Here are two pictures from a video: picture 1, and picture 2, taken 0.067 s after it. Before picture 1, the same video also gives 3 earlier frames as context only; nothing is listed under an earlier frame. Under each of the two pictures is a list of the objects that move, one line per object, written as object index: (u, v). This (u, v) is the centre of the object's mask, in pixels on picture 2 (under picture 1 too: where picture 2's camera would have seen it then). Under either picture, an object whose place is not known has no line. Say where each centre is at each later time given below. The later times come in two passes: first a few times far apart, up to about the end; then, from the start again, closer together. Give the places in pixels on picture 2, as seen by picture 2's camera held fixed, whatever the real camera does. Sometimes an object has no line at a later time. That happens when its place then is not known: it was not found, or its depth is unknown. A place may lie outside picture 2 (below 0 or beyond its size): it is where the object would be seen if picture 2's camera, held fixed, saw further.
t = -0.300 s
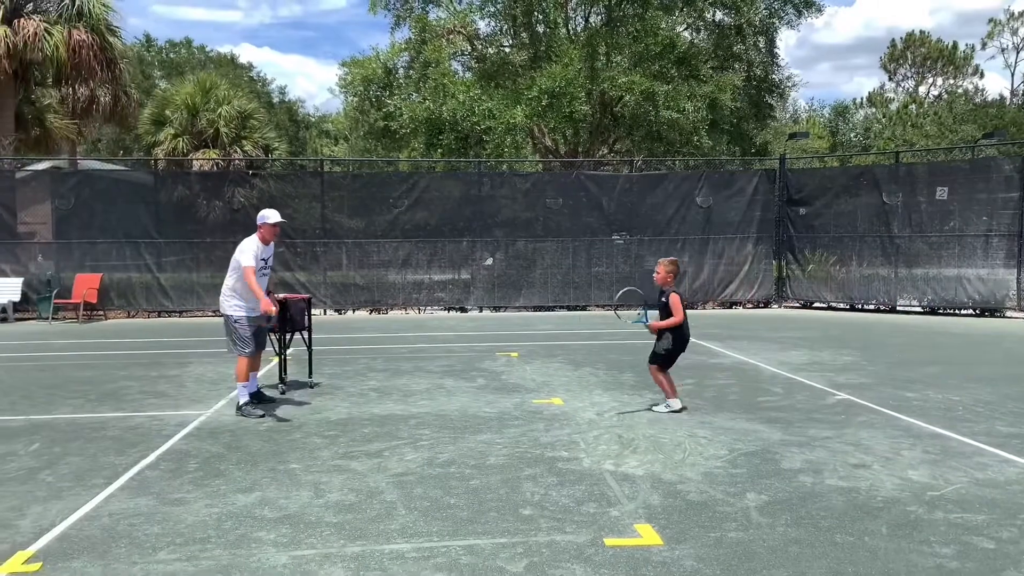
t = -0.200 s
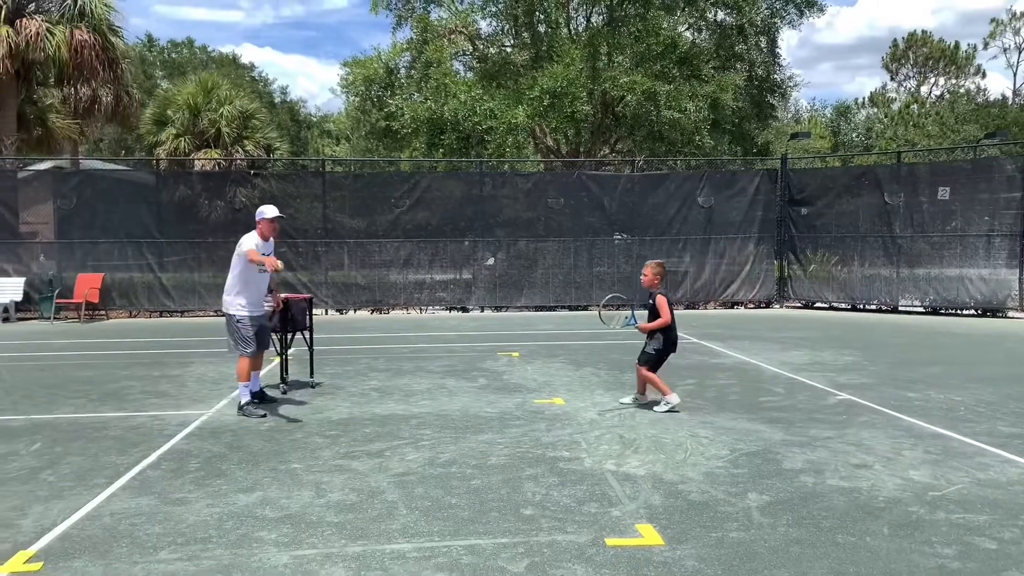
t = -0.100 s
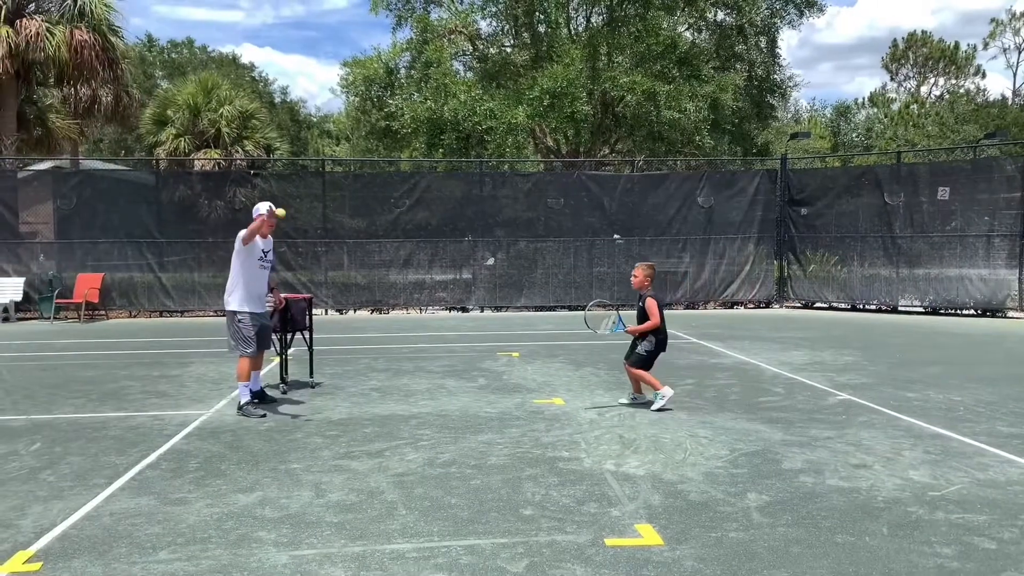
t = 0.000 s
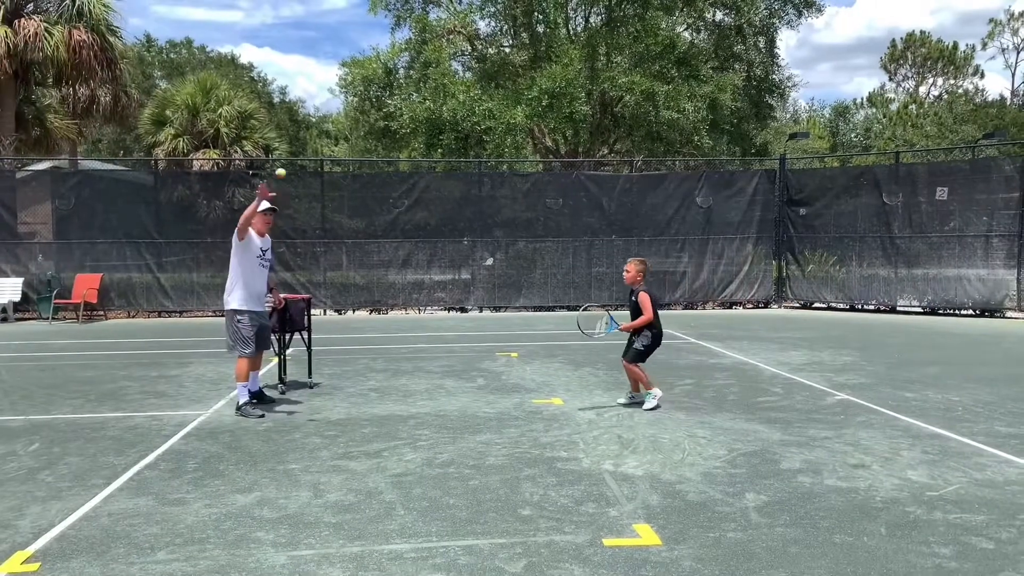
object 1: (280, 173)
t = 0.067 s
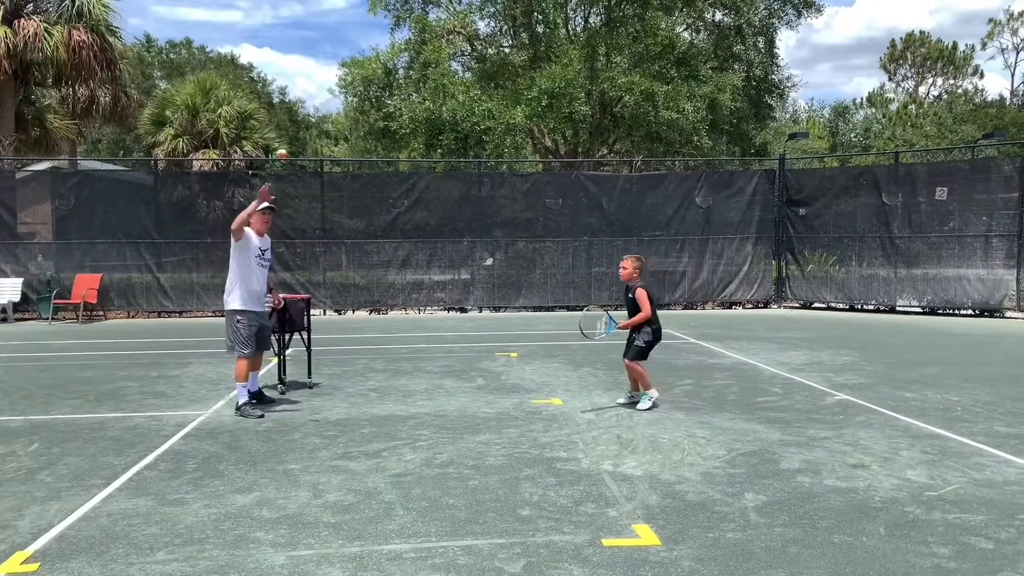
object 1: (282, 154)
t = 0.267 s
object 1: (287, 133)
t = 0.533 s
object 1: (298, 196)
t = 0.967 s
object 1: (316, 419)
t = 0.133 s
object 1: (283, 141)
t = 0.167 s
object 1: (284, 136)
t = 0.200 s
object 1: (285, 134)
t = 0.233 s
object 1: (286, 133)
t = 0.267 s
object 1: (287, 133)
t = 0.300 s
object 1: (288, 135)
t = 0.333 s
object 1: (289, 139)
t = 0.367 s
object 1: (291, 145)
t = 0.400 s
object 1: (292, 151)
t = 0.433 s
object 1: (293, 160)
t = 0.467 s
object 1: (295, 171)
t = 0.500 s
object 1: (297, 183)
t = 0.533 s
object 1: (298, 196)
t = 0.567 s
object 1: (300, 212)
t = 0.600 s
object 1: (301, 229)
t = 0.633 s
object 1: (303, 248)
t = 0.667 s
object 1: (304, 269)
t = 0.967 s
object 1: (316, 419)
